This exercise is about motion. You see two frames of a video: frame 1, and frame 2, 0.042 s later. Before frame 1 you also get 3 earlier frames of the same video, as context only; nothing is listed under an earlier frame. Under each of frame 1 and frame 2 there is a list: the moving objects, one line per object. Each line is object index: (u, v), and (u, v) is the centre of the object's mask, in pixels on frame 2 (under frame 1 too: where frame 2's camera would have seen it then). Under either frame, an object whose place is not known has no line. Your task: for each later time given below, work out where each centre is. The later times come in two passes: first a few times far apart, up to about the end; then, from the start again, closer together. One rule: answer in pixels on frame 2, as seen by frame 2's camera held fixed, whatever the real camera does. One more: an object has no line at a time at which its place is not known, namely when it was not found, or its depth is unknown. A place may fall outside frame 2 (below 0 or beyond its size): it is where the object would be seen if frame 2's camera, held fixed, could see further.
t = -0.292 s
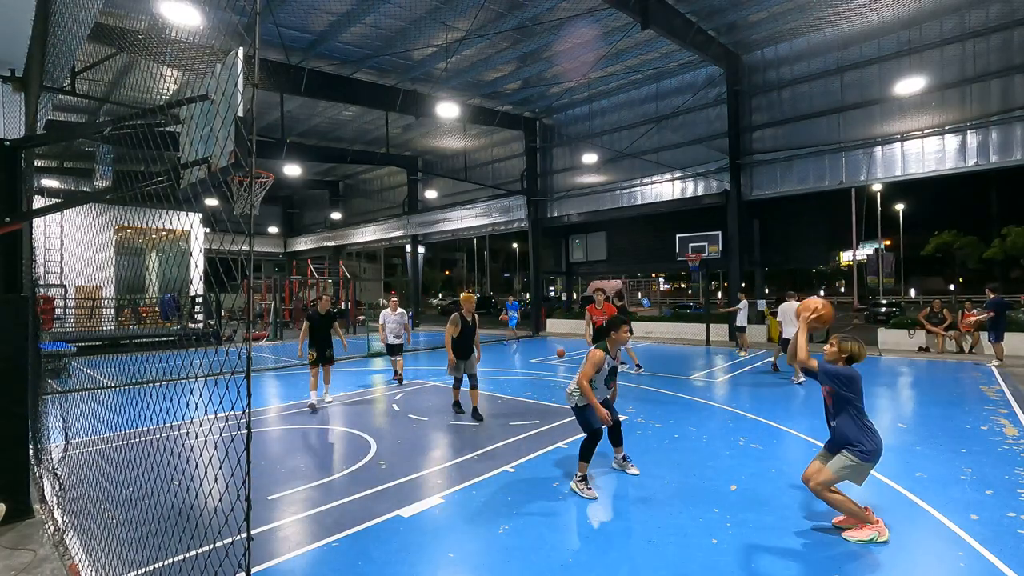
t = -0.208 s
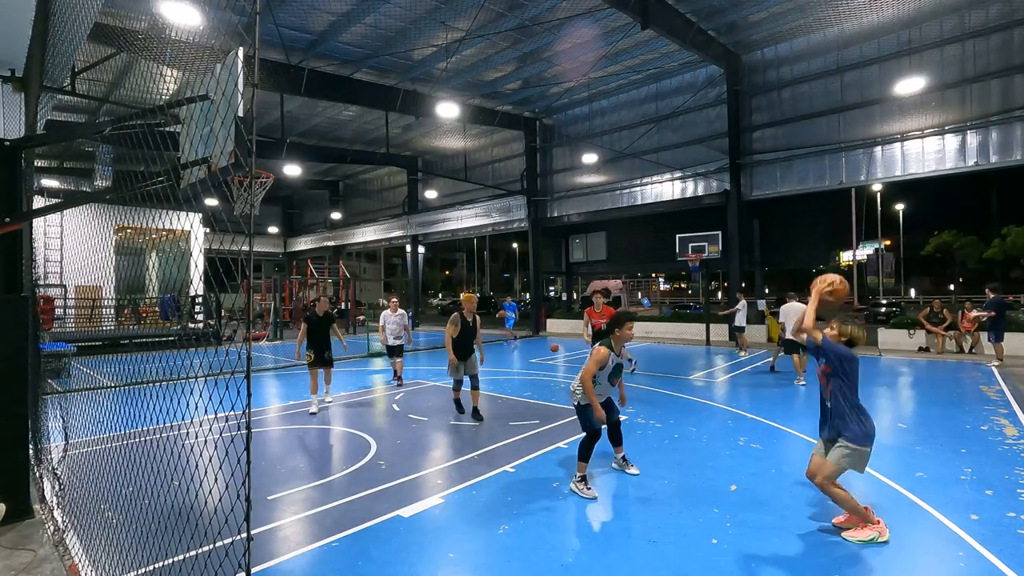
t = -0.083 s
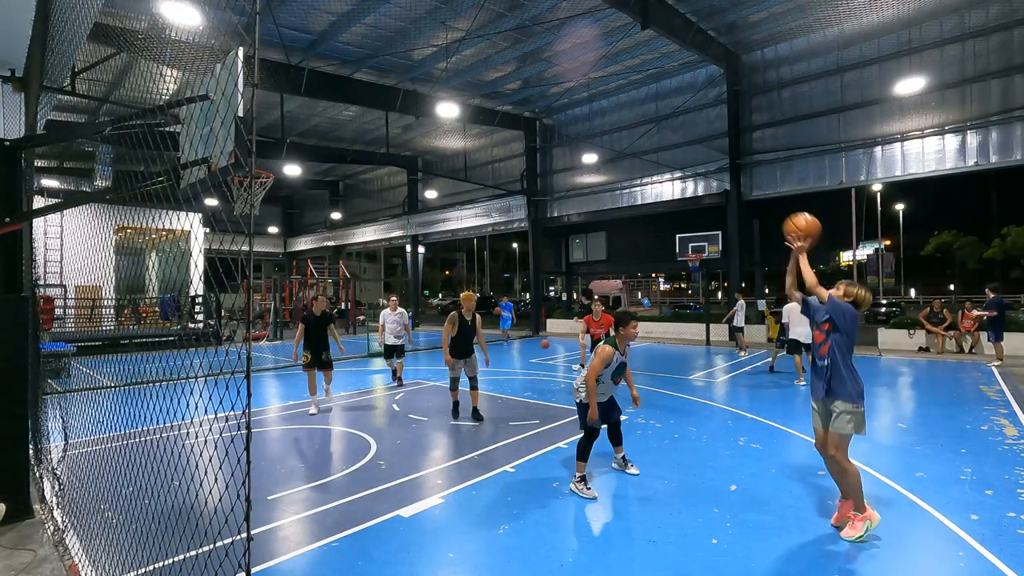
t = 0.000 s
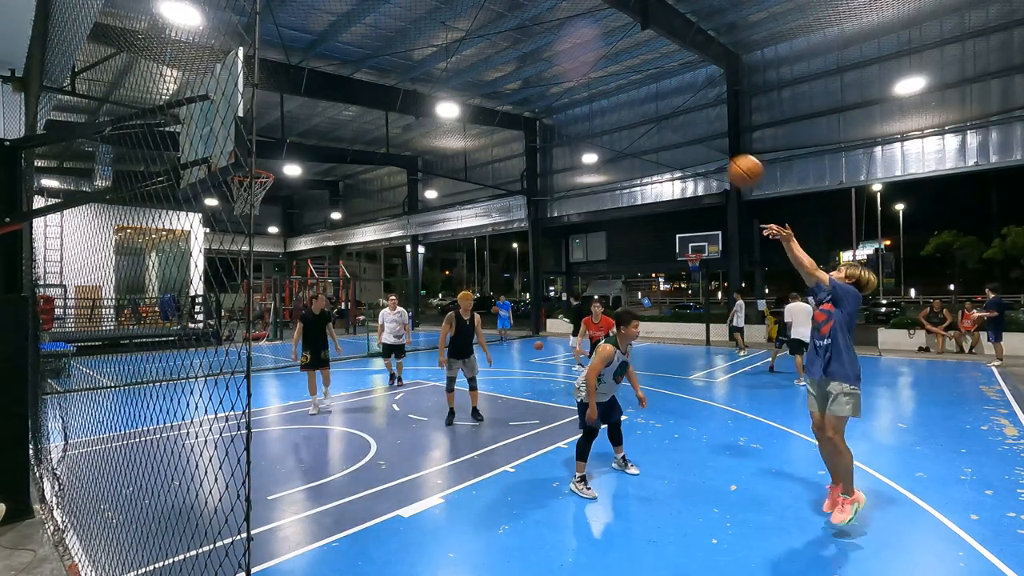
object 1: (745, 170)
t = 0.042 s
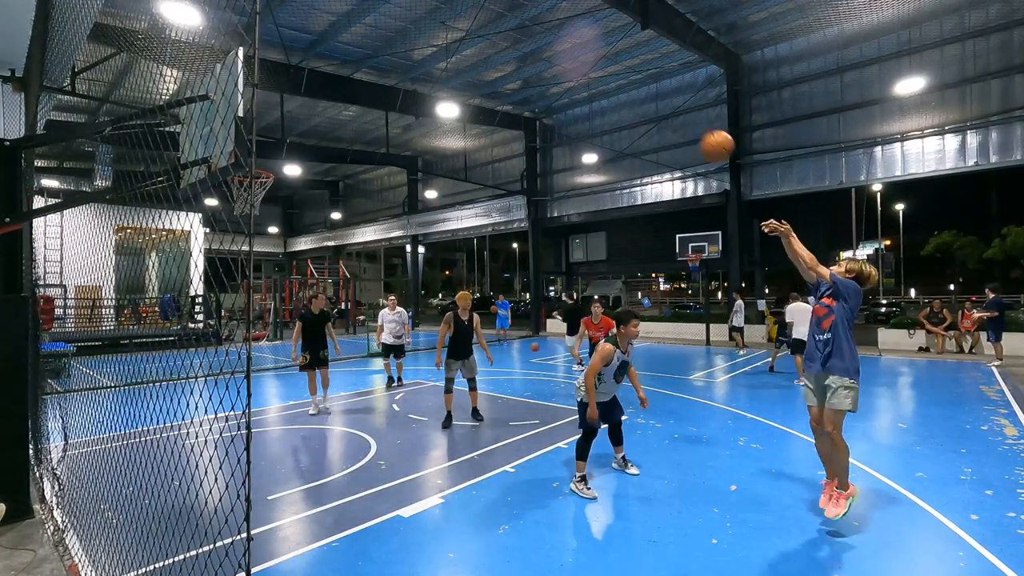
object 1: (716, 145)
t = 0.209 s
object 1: (615, 75)
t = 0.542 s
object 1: (450, 39)
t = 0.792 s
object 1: (350, 84)
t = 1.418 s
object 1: (205, 197)
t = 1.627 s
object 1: (172, 260)
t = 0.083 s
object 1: (689, 125)
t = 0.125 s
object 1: (664, 105)
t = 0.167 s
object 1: (639, 88)
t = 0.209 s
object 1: (615, 75)
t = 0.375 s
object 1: (527, 41)
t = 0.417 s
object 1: (507, 38)
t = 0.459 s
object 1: (487, 37)
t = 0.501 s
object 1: (468, 37)
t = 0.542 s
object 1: (450, 39)
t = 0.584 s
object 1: (432, 43)
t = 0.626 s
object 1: (415, 48)
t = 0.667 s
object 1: (398, 55)
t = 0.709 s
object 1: (381, 63)
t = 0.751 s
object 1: (366, 72)
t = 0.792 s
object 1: (350, 84)
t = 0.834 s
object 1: (335, 95)
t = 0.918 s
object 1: (306, 124)
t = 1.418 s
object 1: (205, 197)
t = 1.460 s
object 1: (196, 206)
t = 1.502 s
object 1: (191, 218)
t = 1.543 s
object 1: (185, 231)
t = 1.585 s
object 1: (178, 245)
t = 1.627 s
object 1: (172, 260)
